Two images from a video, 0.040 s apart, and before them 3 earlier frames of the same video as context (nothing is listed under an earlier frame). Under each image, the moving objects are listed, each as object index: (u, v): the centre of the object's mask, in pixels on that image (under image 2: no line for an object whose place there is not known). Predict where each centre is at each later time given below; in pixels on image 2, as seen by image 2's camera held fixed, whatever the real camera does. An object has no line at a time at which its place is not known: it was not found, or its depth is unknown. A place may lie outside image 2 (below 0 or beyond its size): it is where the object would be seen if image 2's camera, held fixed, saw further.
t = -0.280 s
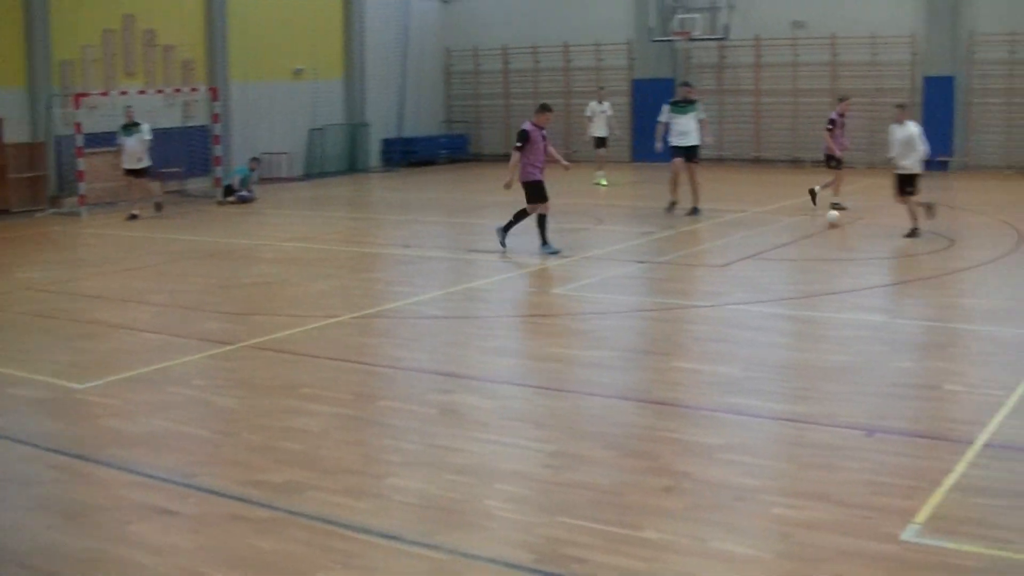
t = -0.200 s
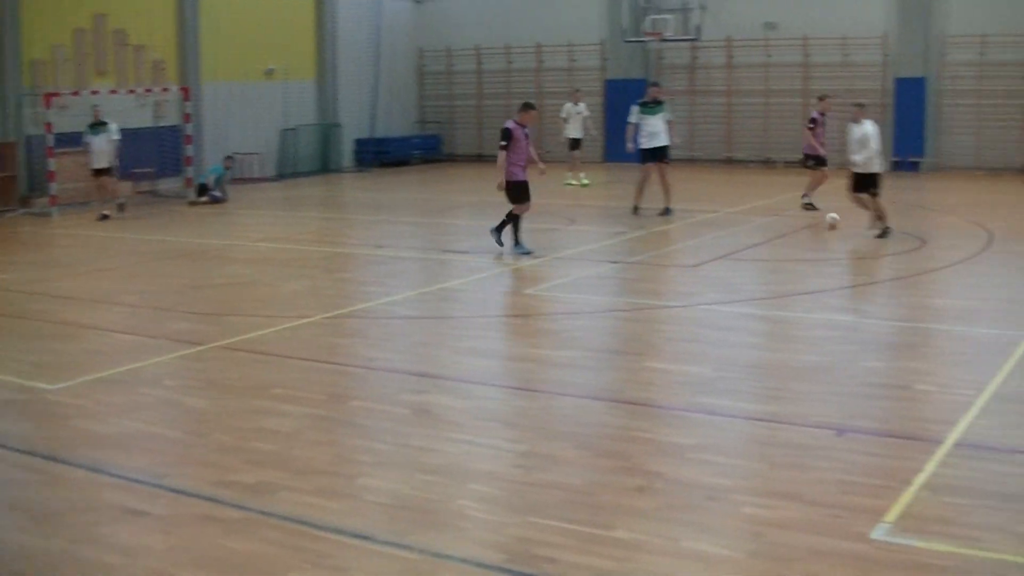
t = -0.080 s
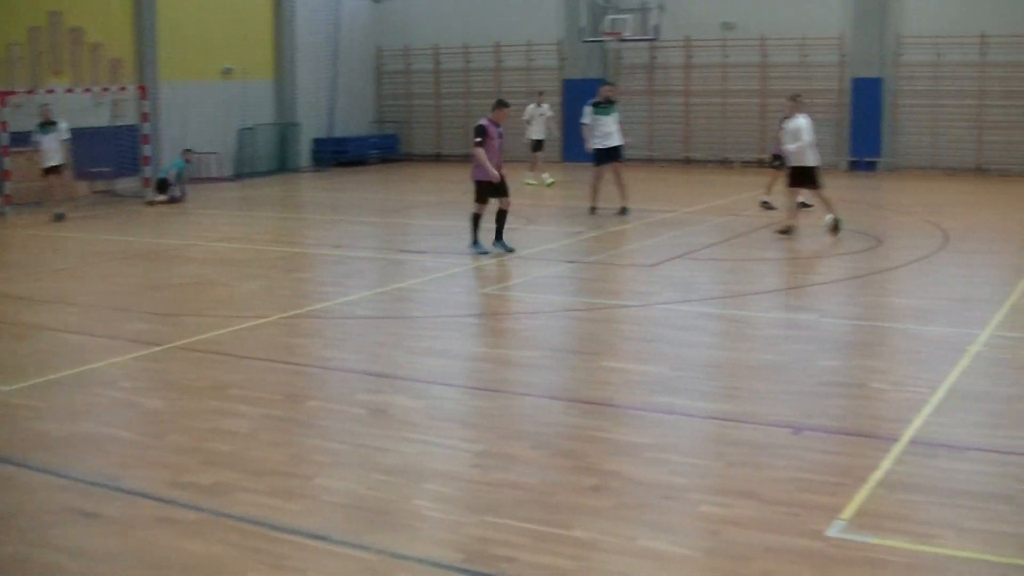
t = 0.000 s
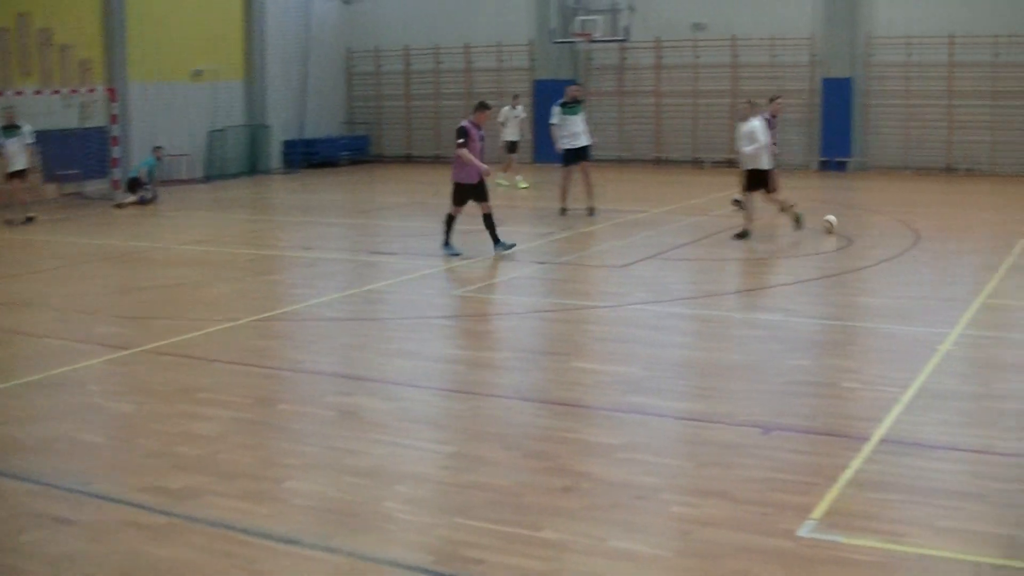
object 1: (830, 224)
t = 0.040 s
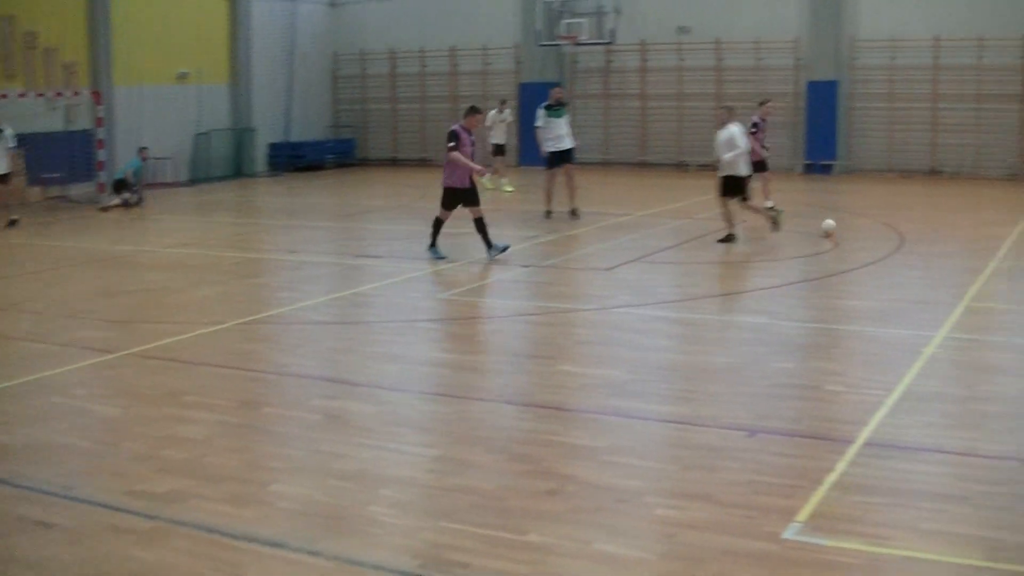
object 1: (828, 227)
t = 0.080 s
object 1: (839, 229)
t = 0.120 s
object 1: (851, 230)
